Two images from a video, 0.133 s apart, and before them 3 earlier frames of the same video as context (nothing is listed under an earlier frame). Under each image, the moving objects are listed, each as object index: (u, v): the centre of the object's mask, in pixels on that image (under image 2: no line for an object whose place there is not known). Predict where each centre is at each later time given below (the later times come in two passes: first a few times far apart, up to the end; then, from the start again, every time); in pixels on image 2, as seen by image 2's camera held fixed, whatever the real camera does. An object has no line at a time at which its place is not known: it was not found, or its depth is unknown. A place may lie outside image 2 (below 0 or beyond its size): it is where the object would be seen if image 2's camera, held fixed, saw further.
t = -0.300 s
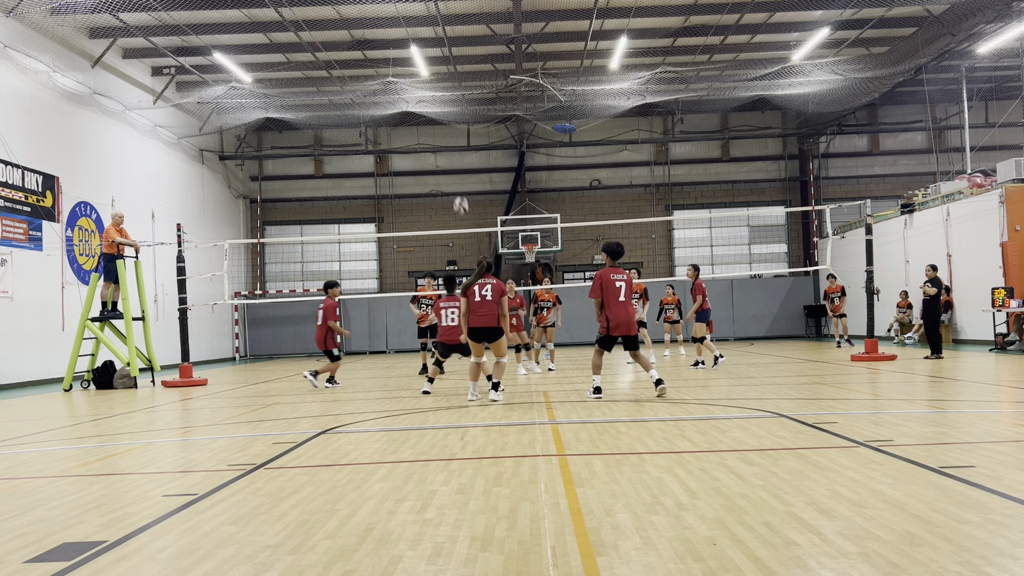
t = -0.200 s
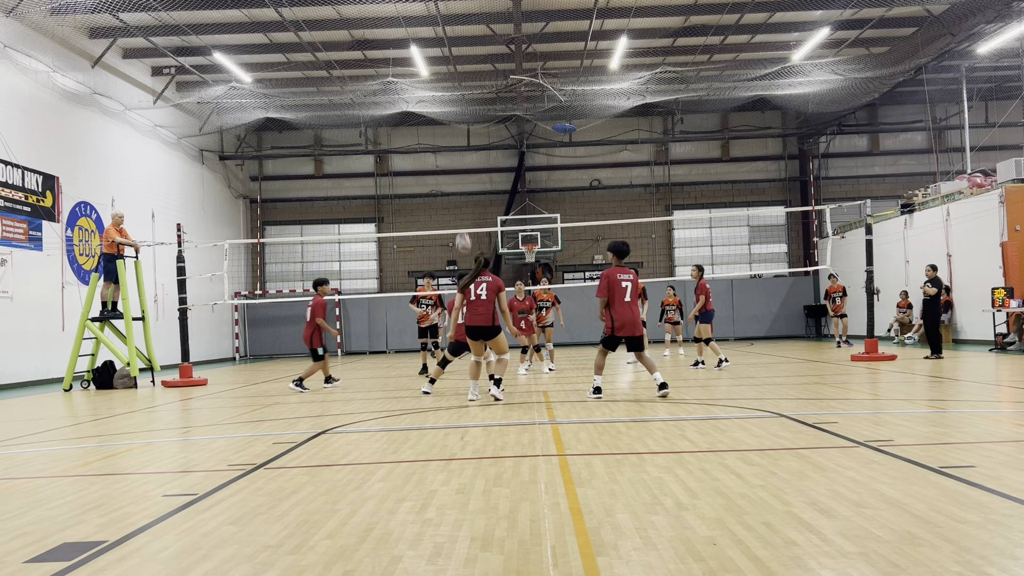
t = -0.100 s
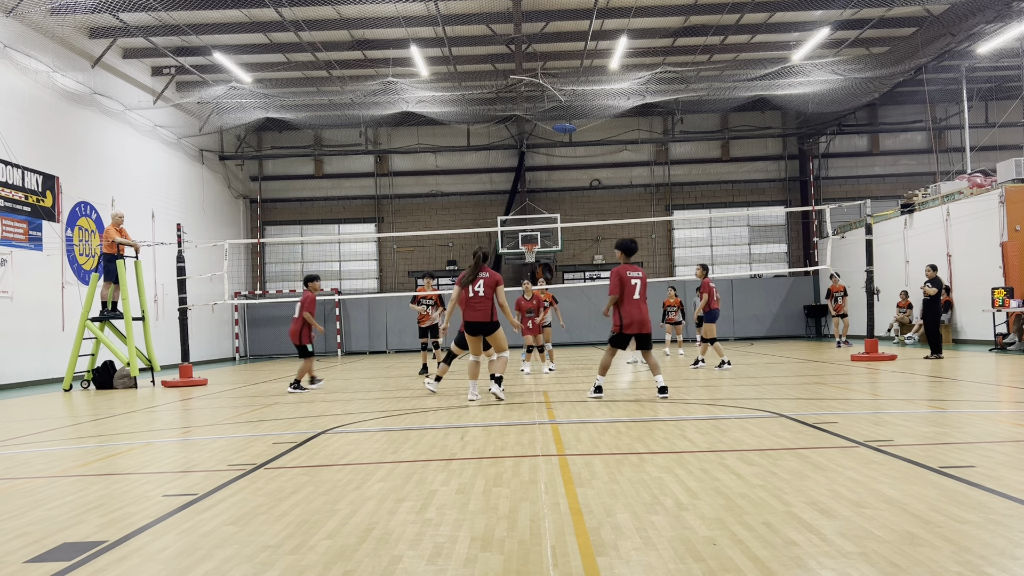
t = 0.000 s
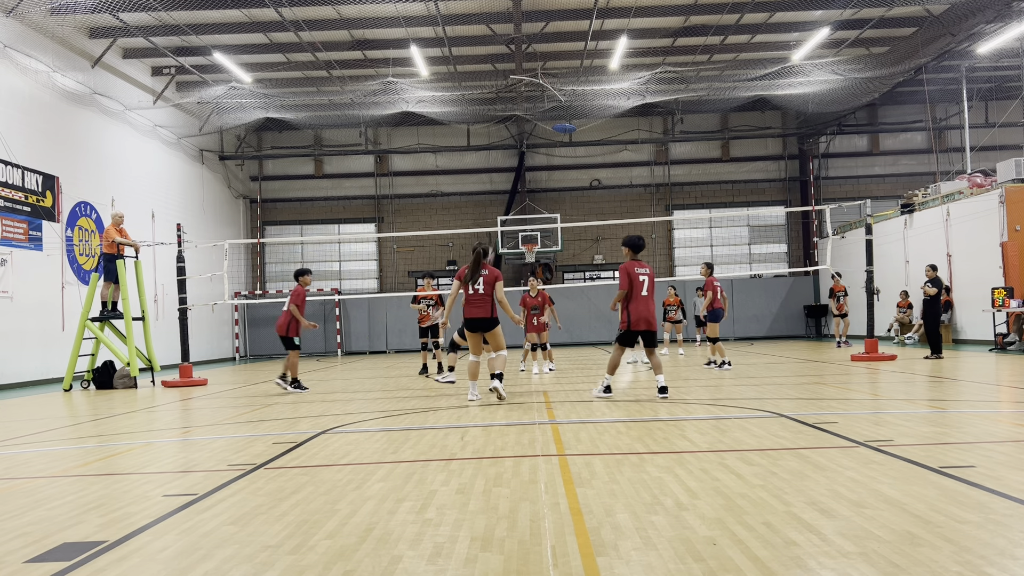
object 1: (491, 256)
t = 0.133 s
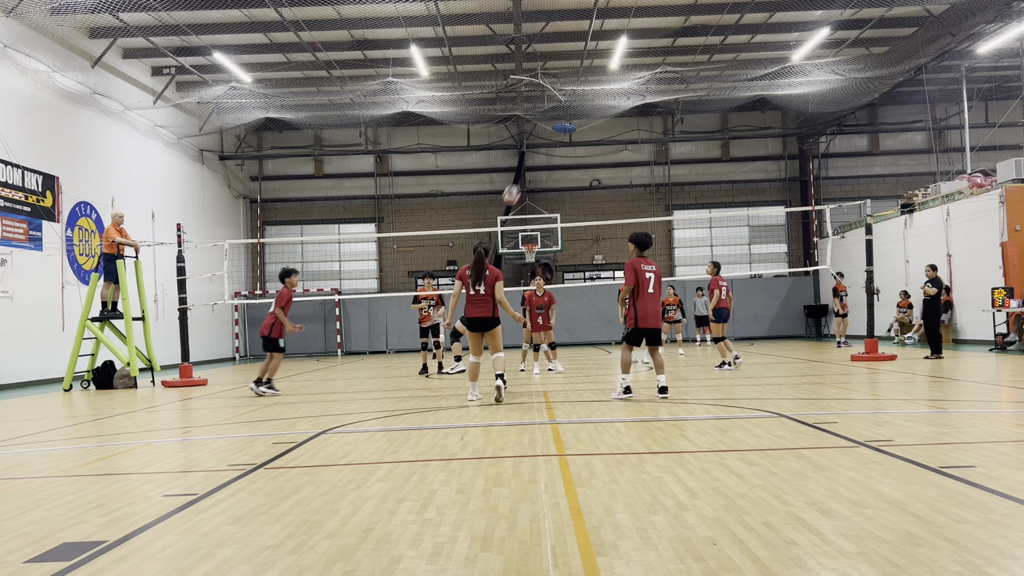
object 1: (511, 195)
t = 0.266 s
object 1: (537, 149)
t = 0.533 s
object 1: (587, 104)
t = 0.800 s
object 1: (634, 111)
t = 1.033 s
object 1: (671, 153)
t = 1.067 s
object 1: (677, 162)
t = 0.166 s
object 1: (519, 182)
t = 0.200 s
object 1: (524, 170)
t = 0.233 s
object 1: (531, 160)
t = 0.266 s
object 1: (537, 149)
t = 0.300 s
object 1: (543, 140)
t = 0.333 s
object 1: (549, 133)
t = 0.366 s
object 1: (556, 125)
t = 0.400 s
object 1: (563, 119)
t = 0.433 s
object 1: (569, 115)
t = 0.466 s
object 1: (574, 110)
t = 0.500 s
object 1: (581, 107)
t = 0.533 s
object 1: (587, 104)
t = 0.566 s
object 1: (592, 102)
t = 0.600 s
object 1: (599, 101)
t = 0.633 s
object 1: (604, 101)
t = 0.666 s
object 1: (611, 101)
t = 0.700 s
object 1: (617, 103)
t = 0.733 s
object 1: (622, 104)
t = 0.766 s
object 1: (629, 107)
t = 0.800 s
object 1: (634, 111)
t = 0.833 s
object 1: (639, 115)
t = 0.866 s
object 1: (645, 120)
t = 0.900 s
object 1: (650, 125)
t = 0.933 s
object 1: (655, 131)
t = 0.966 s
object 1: (661, 138)
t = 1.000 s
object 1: (666, 145)
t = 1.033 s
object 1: (671, 153)
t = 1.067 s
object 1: (677, 162)
